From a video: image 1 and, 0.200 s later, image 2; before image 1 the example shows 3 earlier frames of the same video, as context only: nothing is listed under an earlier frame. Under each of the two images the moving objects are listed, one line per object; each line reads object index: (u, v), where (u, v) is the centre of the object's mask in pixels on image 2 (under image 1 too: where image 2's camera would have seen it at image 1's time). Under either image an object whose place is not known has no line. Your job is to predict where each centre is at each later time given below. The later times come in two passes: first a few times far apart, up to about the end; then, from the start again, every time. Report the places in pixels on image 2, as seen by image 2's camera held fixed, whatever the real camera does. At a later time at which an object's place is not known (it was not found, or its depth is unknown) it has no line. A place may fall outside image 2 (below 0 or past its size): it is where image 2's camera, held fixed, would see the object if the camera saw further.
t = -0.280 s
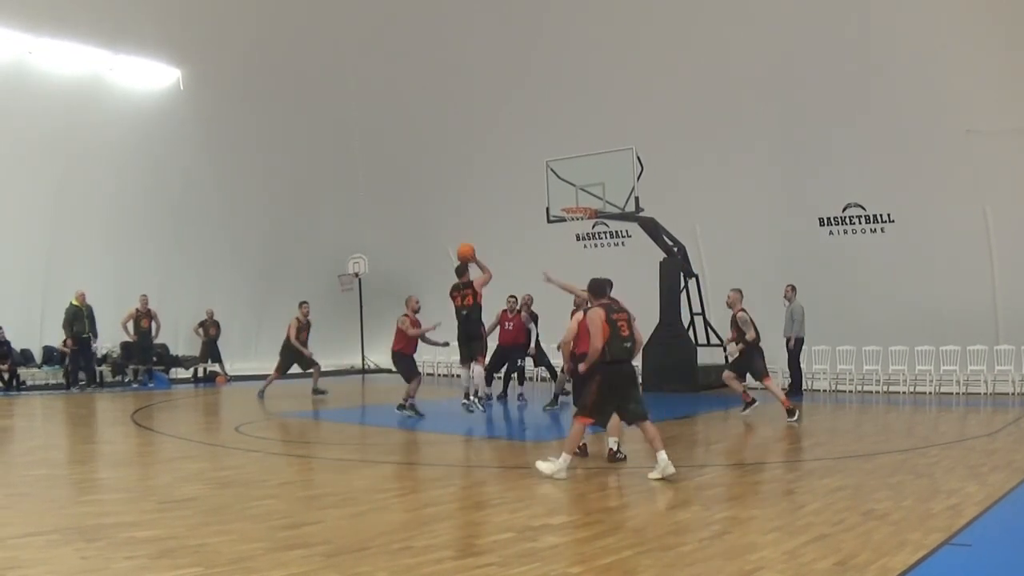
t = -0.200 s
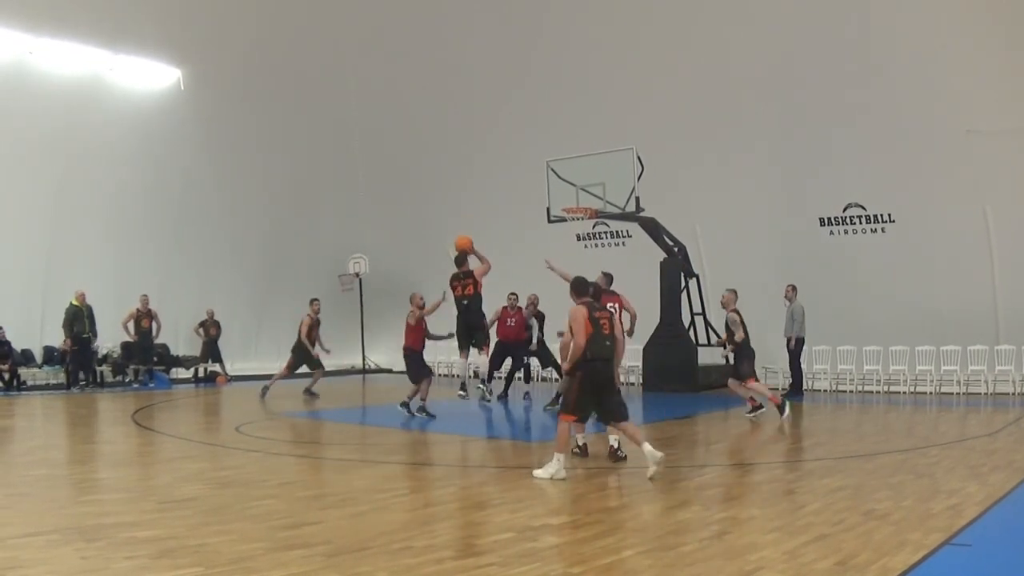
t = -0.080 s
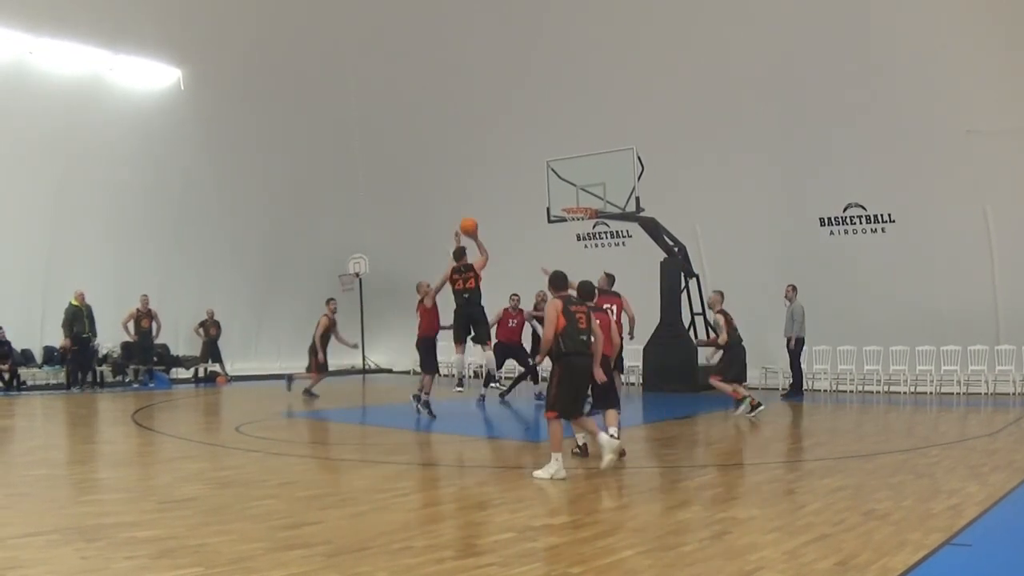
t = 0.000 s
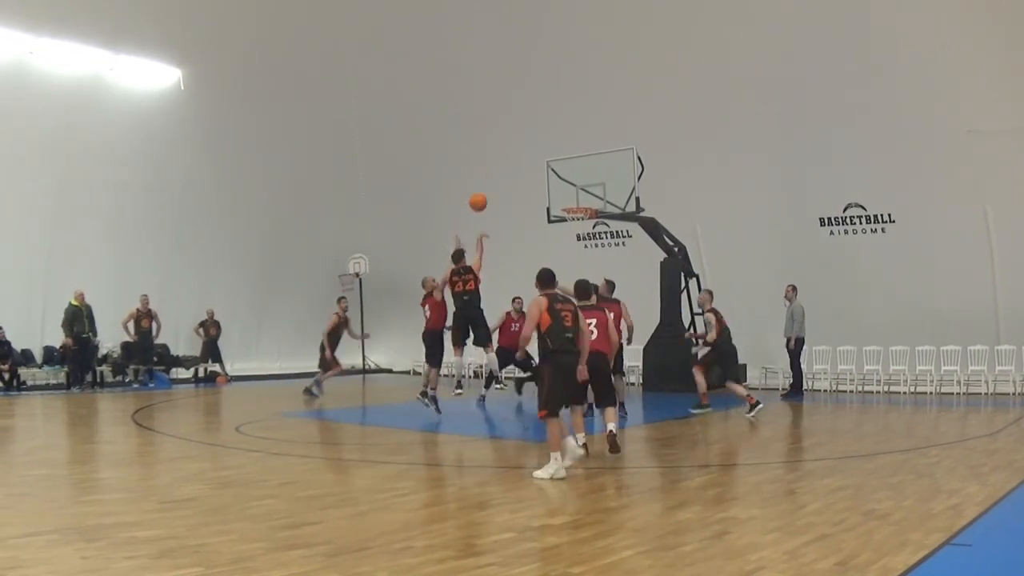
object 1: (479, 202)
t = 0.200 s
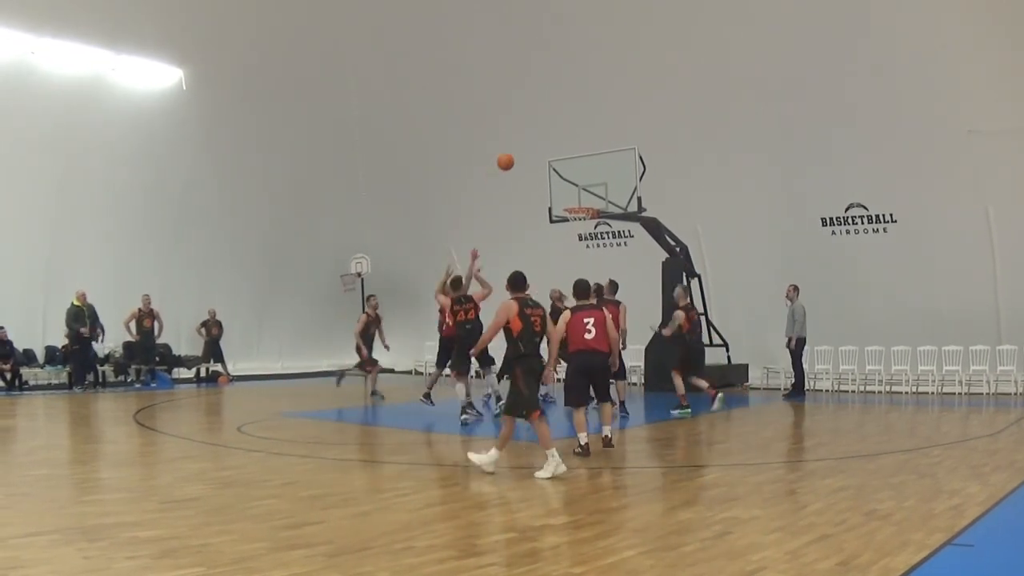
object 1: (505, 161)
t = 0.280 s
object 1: (515, 154)
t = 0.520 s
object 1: (541, 158)
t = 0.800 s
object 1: (568, 201)
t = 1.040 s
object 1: (579, 182)
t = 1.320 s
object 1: (571, 196)
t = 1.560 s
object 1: (580, 207)
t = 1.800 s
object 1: (577, 228)
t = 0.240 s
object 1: (510, 157)
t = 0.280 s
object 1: (515, 154)
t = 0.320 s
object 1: (519, 152)
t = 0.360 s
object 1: (524, 151)
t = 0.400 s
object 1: (528, 151)
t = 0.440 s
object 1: (533, 153)
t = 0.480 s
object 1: (537, 155)
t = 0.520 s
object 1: (541, 158)
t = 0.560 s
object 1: (545, 162)
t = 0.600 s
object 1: (549, 167)
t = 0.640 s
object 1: (553, 173)
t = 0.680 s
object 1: (557, 180)
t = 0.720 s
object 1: (561, 188)
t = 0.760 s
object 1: (565, 196)
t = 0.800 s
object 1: (568, 201)
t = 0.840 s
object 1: (570, 196)
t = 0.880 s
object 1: (573, 191)
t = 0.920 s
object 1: (575, 188)
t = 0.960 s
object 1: (578, 186)
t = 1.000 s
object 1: (580, 184)
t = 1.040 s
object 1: (579, 182)
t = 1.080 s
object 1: (577, 181)
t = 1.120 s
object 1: (576, 181)
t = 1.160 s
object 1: (576, 182)
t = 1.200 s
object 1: (575, 184)
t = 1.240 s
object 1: (574, 187)
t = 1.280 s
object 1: (573, 191)
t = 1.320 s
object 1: (571, 196)
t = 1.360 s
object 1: (570, 201)
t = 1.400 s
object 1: (572, 204)
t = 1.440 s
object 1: (578, 205)
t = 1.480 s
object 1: (584, 205)
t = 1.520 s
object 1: (584, 206)
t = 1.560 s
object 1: (580, 207)
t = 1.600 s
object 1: (576, 208)
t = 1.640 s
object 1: (570, 210)
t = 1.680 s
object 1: (573, 214)
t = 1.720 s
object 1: (574, 218)
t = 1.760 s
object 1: (575, 223)
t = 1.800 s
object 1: (577, 228)
